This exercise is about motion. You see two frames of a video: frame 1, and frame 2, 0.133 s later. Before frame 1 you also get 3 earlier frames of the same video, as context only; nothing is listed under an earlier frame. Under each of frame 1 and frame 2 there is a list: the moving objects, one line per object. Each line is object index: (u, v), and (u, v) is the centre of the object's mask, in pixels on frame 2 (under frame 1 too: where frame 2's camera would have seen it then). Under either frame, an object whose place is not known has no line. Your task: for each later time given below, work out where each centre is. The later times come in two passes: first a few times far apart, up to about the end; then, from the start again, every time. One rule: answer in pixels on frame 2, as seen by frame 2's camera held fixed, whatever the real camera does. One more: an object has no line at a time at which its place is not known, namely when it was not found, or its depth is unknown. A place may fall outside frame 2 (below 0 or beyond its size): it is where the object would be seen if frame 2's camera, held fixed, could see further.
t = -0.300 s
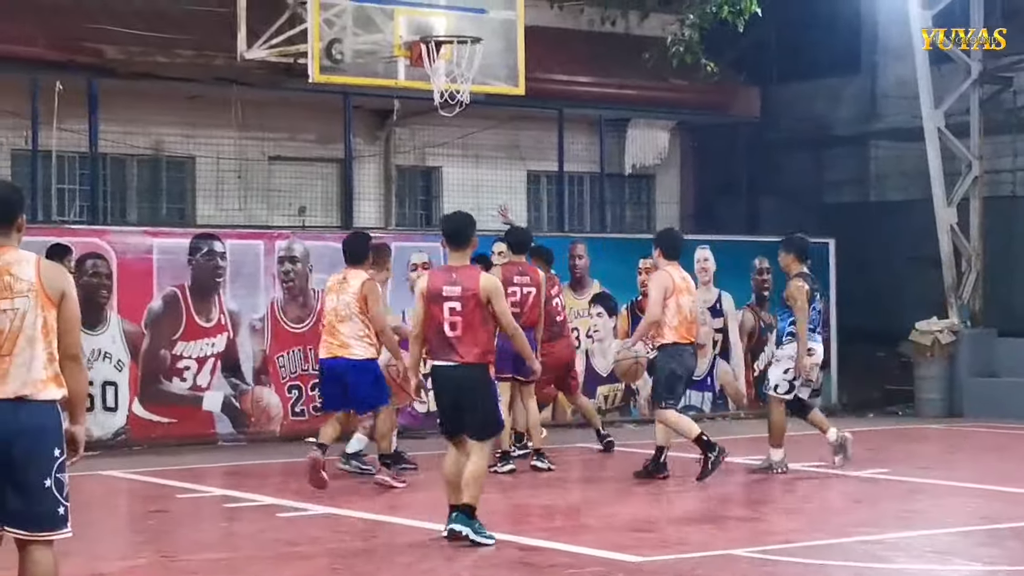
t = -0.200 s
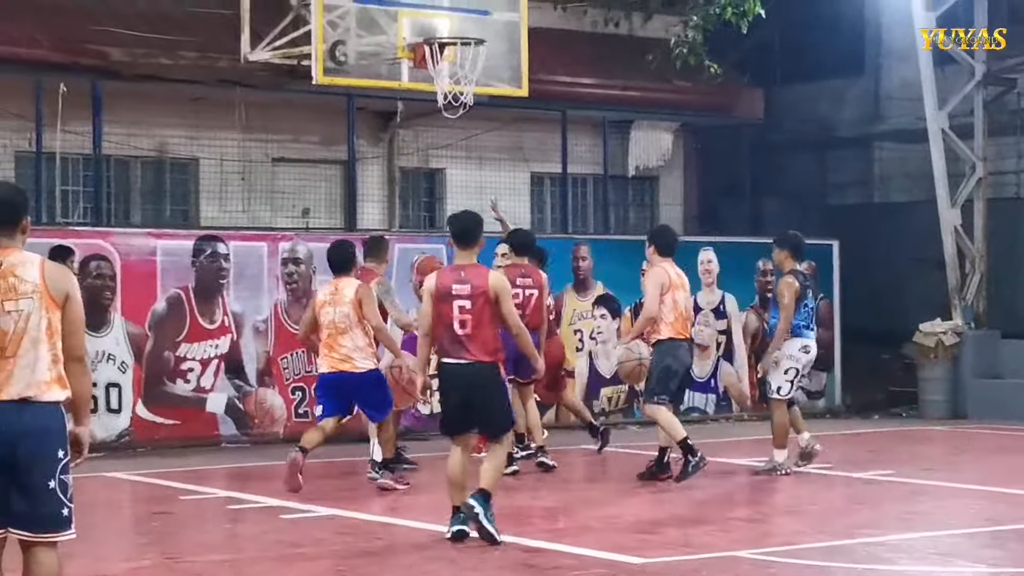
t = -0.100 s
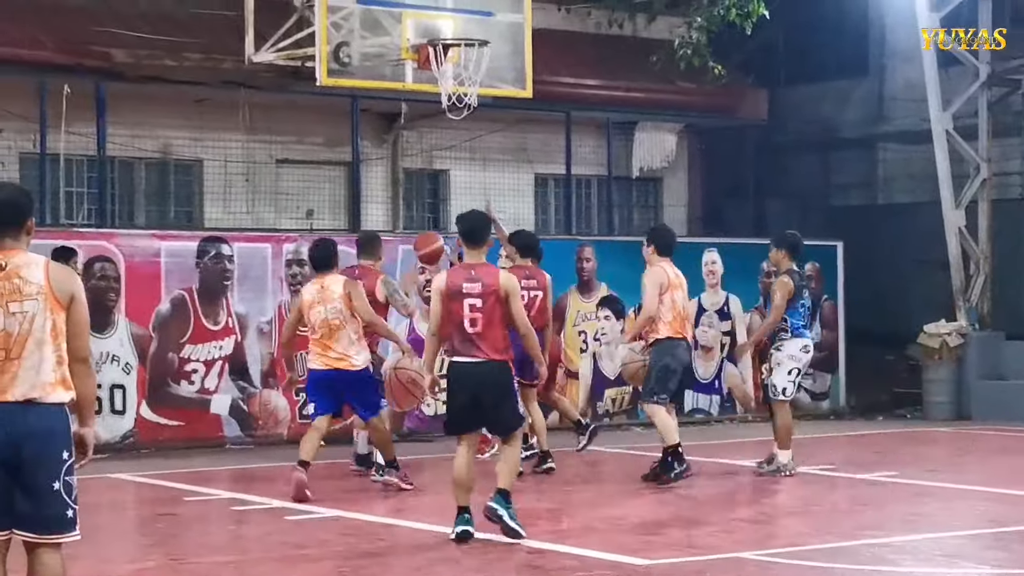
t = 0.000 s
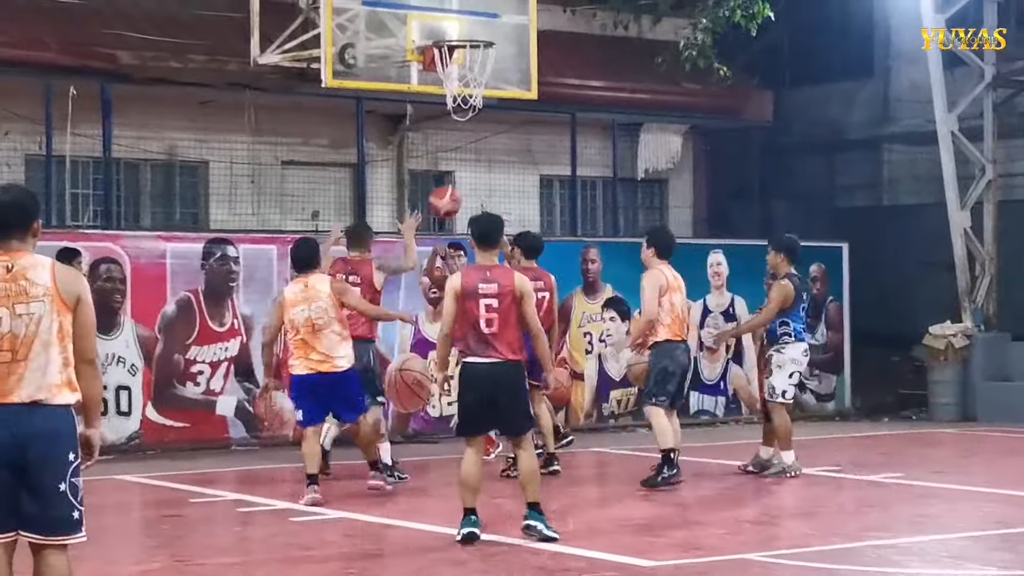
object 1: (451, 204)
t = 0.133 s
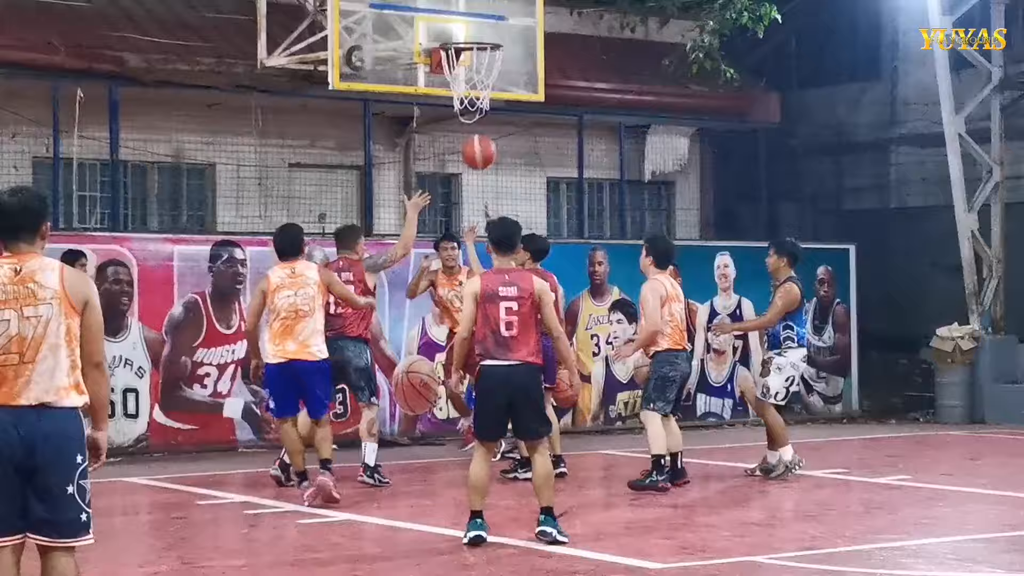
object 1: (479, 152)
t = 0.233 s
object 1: (500, 128)
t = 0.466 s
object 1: (558, 126)
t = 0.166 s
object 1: (486, 143)
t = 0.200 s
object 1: (493, 135)
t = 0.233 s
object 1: (500, 128)
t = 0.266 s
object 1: (508, 123)
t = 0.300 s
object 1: (516, 119)
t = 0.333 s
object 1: (524, 118)
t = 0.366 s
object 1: (532, 118)
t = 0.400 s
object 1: (540, 119)
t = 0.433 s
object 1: (549, 122)
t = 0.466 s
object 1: (558, 126)
